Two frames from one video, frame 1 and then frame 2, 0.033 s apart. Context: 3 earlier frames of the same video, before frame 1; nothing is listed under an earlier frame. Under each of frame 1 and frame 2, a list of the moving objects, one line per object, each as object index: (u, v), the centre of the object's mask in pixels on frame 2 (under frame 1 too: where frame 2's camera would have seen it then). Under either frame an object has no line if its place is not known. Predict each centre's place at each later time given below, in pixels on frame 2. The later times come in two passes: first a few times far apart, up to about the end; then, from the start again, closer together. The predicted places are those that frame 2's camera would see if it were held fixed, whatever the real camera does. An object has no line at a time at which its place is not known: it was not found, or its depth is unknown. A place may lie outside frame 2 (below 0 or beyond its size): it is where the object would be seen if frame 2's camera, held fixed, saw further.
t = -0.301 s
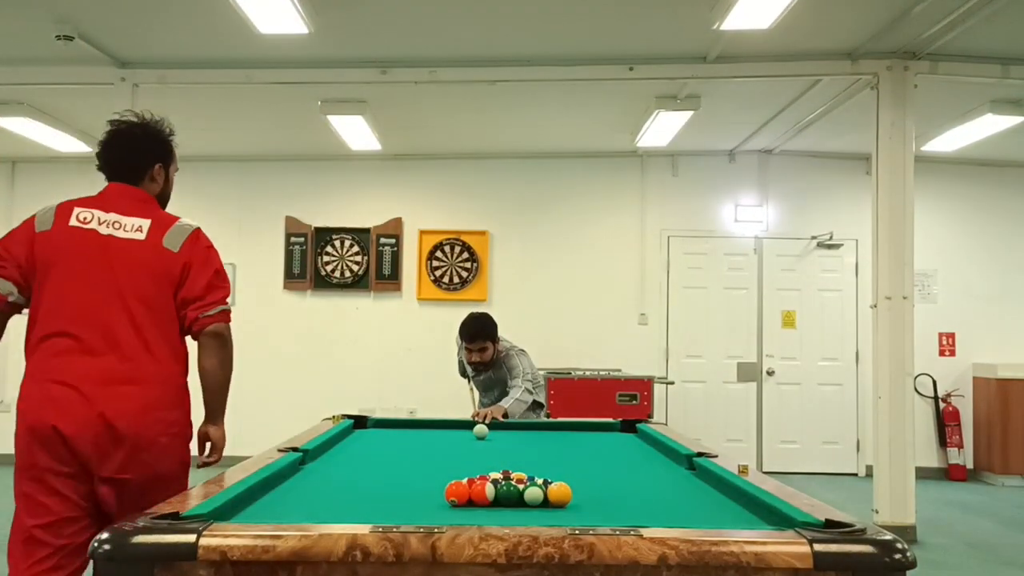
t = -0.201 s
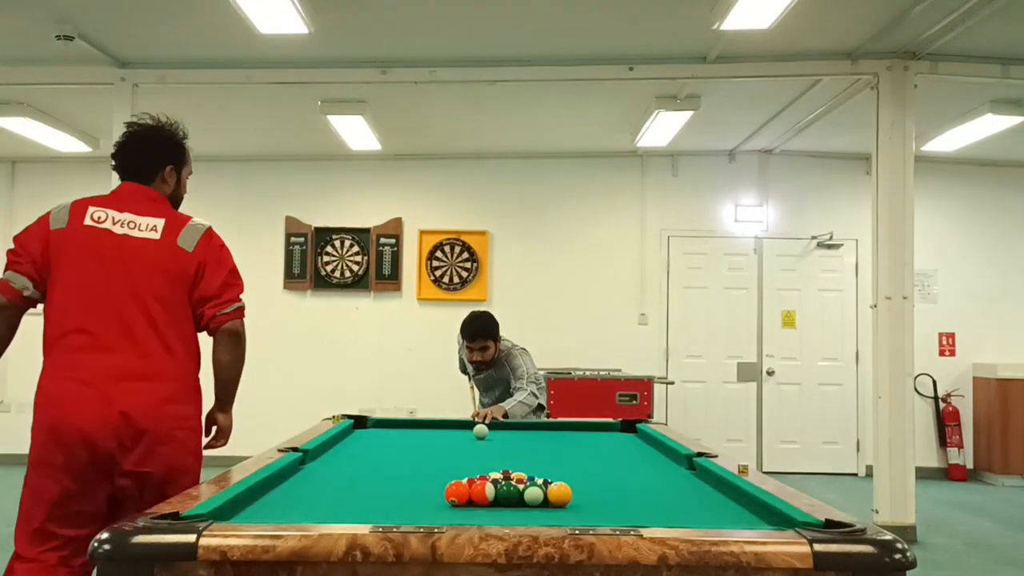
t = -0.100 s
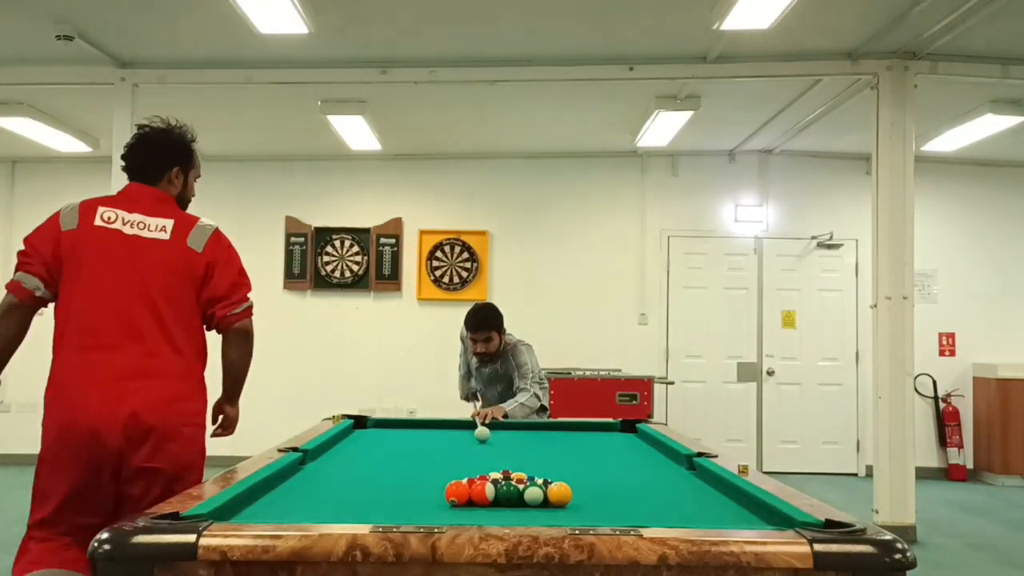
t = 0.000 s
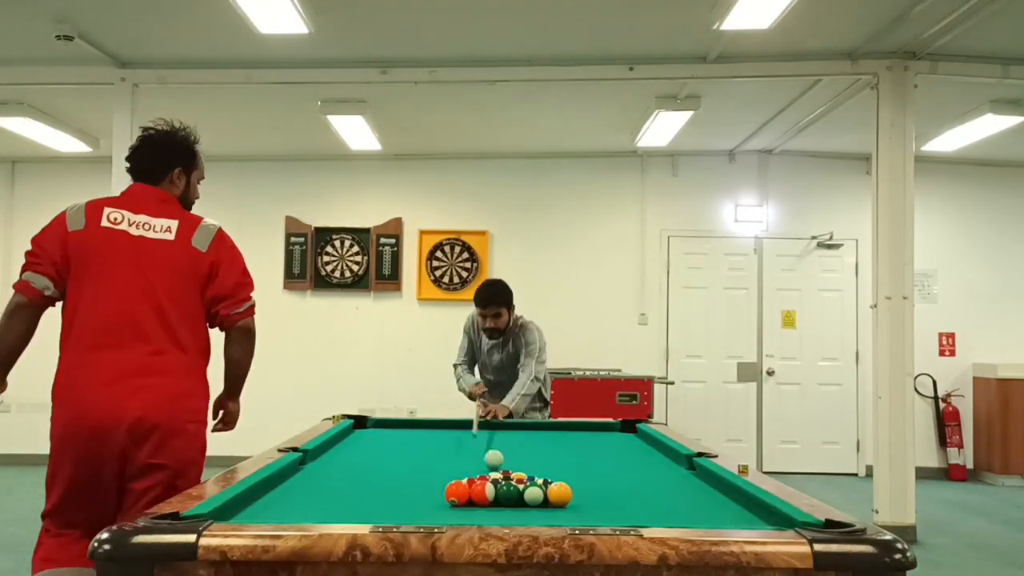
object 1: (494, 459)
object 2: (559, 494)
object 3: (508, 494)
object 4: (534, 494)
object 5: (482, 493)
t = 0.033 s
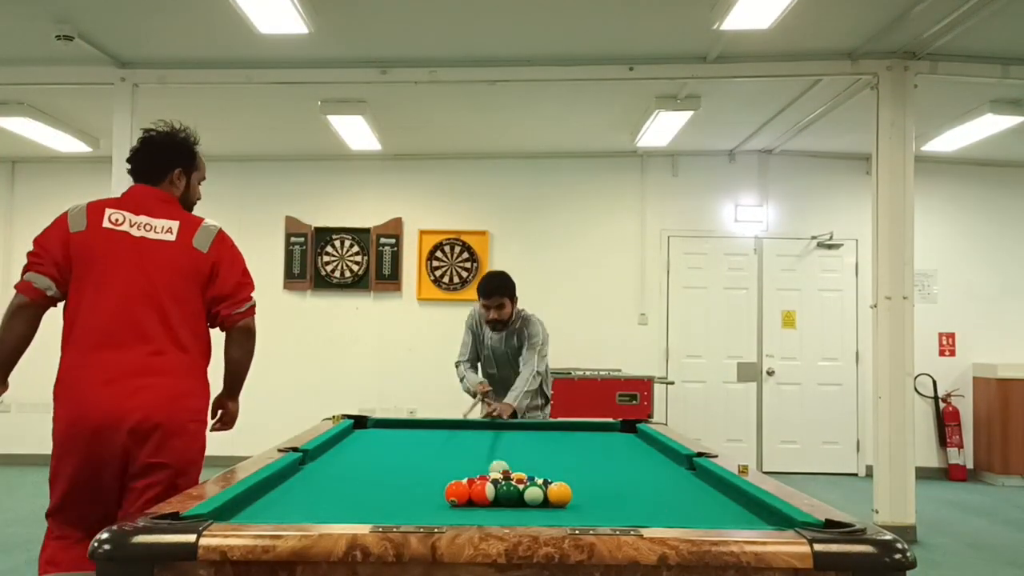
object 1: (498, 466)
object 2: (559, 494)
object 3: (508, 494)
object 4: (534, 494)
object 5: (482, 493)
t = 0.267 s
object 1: (441, 469)
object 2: (749, 516)
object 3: (480, 509)
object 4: (576, 513)
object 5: (417, 507)
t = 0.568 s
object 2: (679, 489)
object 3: (449, 515)
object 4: (612, 515)
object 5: (335, 514)
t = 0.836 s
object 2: (597, 473)
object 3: (442, 510)
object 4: (627, 507)
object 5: (295, 508)
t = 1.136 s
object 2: (522, 459)
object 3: (435, 503)
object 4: (643, 498)
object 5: (257, 500)
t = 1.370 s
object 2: (474, 451)
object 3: (431, 497)
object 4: (653, 491)
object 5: (269, 495)
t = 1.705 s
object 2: (417, 440)
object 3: (426, 490)
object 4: (666, 483)
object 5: (302, 486)
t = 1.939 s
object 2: (382, 434)
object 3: (431, 485)
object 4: (674, 478)
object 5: (323, 483)
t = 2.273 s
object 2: (361, 428)
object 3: (454, 481)
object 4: (685, 472)
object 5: (347, 478)
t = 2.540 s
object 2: (381, 424)
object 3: (471, 478)
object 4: (692, 468)
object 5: (363, 474)
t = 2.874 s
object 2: (400, 422)
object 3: (491, 475)
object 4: (679, 464)
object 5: (379, 469)
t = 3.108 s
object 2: (404, 422)
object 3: (503, 473)
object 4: (673, 461)
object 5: (387, 464)
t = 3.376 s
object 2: (408, 423)
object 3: (515, 472)
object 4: (669, 459)
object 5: (398, 462)
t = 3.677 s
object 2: (411, 424)
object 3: (526, 470)
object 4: (655, 455)
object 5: (405, 462)
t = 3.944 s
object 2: (414, 424)
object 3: (534, 469)
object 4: (649, 454)
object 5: (410, 460)
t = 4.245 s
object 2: (415, 425)
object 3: (543, 468)
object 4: (647, 451)
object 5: (415, 458)
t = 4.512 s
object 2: (416, 425)
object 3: (548, 467)
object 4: (645, 451)
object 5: (419, 457)
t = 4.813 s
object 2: (415, 426)
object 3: (552, 467)
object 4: (642, 452)
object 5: (421, 457)
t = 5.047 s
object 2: (414, 426)
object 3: (555, 467)
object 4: (642, 452)
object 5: (421, 457)
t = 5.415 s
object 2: (413, 425)
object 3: (556, 466)
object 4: (642, 452)
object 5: (422, 457)
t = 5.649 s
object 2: (413, 426)
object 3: (556, 467)
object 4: (642, 452)
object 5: (422, 457)
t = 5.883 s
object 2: (413, 426)
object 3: (556, 466)
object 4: (642, 452)
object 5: (422, 456)
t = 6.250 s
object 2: (413, 426)
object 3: (556, 467)
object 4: (642, 453)
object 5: (423, 456)
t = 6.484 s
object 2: (413, 426)
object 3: (556, 467)
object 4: (642, 453)
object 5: (423, 456)
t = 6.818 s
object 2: (413, 426)
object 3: (556, 467)
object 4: (642, 453)
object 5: (423, 457)
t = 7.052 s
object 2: (413, 426)
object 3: (556, 467)
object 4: (642, 453)
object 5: (423, 457)
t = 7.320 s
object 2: (413, 426)
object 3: (556, 467)
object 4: (642, 452)
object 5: (423, 457)
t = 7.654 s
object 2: (413, 426)
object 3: (556, 467)
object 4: (642, 453)
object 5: (423, 457)
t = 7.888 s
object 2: (413, 426)
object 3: (556, 467)
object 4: (642, 453)
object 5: (423, 457)
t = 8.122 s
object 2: (413, 426)
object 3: (556, 467)
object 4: (642, 453)
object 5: (423, 457)
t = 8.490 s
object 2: (413, 426)
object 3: (556, 467)
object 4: (642, 453)
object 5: (423, 457)
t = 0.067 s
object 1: (495, 469)
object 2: (575, 497)
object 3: (505, 495)
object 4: (536, 496)
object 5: (477, 494)
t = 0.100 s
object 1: (482, 470)
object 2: (611, 505)
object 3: (501, 498)
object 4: (544, 499)
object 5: (467, 497)
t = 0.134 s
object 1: (473, 472)
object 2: (648, 511)
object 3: (496, 500)
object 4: (551, 503)
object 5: (456, 500)
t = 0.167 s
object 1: (465, 472)
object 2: (687, 517)
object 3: (492, 503)
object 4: (558, 506)
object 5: (446, 502)
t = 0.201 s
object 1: (457, 471)
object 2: (725, 520)
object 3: (488, 505)
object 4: (564, 509)
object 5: (436, 504)
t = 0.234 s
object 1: (449, 470)
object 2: (738, 518)
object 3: (484, 507)
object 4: (570, 511)
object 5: (426, 506)
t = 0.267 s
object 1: (441, 469)
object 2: (749, 516)
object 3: (480, 509)
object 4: (576, 513)
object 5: (417, 507)
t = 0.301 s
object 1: (433, 468)
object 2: (760, 513)
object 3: (476, 510)
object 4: (583, 515)
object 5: (408, 509)
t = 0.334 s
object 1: (425, 467)
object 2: (761, 510)
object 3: (472, 511)
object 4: (591, 517)
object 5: (397, 511)
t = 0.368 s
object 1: (418, 466)
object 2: (747, 507)
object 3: (468, 513)
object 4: (597, 518)
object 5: (387, 512)
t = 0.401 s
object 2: (735, 504)
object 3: (463, 514)
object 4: (600, 518)
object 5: (376, 514)
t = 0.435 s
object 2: (723, 500)
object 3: (458, 515)
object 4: (603, 518)
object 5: (365, 514)
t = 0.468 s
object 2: (712, 497)
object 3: (454, 516)
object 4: (605, 517)
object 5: (354, 515)
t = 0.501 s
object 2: (700, 494)
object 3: (451, 516)
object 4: (607, 516)
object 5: (346, 515)
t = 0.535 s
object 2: (690, 491)
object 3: (450, 516)
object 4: (609, 515)
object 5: (341, 515)
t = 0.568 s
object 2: (679, 489)
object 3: (449, 515)
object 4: (612, 515)
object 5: (335, 514)
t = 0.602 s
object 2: (669, 485)
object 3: (448, 514)
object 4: (614, 514)
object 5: (329, 513)
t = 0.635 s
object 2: (657, 483)
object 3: (447, 514)
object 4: (616, 513)
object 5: (325, 513)
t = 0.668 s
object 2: (647, 482)
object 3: (446, 513)
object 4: (618, 512)
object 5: (319, 512)
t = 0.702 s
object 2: (636, 481)
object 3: (445, 513)
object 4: (620, 512)
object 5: (314, 511)
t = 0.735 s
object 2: (626, 479)
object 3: (444, 512)
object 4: (622, 511)
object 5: (310, 510)
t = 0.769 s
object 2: (616, 476)
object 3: (443, 512)
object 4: (625, 510)
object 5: (305, 510)
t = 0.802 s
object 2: (607, 475)
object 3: (443, 511)
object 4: (626, 509)
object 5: (300, 509)
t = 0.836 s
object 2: (597, 473)
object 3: (442, 510)
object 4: (627, 507)
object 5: (295, 508)
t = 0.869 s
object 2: (587, 471)
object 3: (441, 510)
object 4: (629, 507)
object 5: (291, 507)
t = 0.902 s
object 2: (579, 469)
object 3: (440, 509)
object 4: (631, 506)
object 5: (287, 507)
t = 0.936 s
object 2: (570, 468)
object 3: (439, 508)
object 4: (633, 504)
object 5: (282, 506)
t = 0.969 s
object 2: (561, 467)
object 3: (438, 508)
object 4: (635, 503)
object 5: (278, 505)
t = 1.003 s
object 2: (553, 465)
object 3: (438, 507)
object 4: (636, 502)
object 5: (273, 504)
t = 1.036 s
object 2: (545, 464)
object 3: (437, 506)
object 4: (638, 501)
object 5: (270, 503)
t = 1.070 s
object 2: (537, 462)
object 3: (436, 505)
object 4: (640, 500)
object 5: (265, 502)
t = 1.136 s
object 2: (522, 459)
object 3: (435, 503)
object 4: (643, 498)
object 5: (257, 500)
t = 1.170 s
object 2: (514, 458)
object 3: (435, 502)
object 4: (644, 497)
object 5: (253, 499)
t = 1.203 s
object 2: (508, 456)
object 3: (434, 501)
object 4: (646, 495)
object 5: (250, 498)
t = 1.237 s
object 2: (501, 455)
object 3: (433, 500)
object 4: (648, 494)
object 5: (253, 497)
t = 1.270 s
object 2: (494, 454)
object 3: (433, 500)
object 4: (649, 494)
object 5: (257, 497)
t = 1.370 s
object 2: (474, 451)
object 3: (431, 497)
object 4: (653, 491)
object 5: (269, 495)
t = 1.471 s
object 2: (455, 447)
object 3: (430, 495)
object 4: (657, 489)
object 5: (279, 492)
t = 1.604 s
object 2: (432, 442)
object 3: (428, 491)
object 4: (662, 485)
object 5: (293, 490)
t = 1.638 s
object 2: (427, 442)
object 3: (427, 490)
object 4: (664, 485)
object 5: (296, 489)
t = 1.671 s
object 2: (422, 441)
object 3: (427, 490)
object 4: (665, 484)
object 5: (300, 487)
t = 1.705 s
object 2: (417, 440)
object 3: (426, 490)
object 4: (666, 483)
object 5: (302, 486)
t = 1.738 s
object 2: (412, 439)
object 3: (426, 489)
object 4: (667, 482)
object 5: (305, 485)
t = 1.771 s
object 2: (406, 438)
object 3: (426, 488)
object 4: (668, 481)
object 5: (309, 484)
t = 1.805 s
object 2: (402, 437)
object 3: (425, 487)
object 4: (669, 481)
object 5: (312, 483)
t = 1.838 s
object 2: (397, 436)
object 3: (425, 487)
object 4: (670, 480)
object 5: (315, 483)
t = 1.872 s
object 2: (392, 435)
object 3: (427, 486)
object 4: (672, 480)
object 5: (318, 483)
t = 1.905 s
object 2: (387, 434)
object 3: (429, 486)
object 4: (673, 479)
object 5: (321, 483)
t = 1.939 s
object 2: (382, 434)
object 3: (431, 485)
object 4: (674, 478)
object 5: (323, 483)
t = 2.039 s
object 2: (369, 432)
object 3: (438, 484)
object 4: (677, 476)
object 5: (331, 482)
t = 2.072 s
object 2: (365, 431)
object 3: (439, 483)
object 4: (679, 475)
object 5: (333, 481)
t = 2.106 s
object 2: (361, 430)
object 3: (442, 483)
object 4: (680, 475)
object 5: (336, 480)
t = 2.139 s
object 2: (357, 429)
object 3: (444, 482)
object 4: (680, 474)
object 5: (338, 480)
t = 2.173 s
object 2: (353, 428)
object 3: (447, 482)
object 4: (681, 474)
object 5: (340, 480)
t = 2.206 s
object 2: (356, 428)
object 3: (449, 482)
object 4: (682, 473)
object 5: (343, 479)
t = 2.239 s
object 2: (359, 428)
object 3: (451, 481)
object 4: (684, 473)
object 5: (345, 479)
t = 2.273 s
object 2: (361, 428)
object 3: (454, 481)
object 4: (685, 472)
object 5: (347, 478)
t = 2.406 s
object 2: (371, 426)
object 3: (463, 480)
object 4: (689, 470)
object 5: (355, 477)
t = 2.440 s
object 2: (374, 426)
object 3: (465, 479)
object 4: (689, 470)
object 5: (357, 476)
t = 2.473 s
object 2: (376, 425)
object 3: (467, 478)
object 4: (690, 469)
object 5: (359, 475)
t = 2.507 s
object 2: (379, 425)
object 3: (469, 478)
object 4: (692, 468)
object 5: (361, 475)
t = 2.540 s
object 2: (381, 424)
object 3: (471, 478)
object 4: (692, 468)
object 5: (363, 474)
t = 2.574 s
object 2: (383, 423)
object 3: (473, 477)
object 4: (692, 467)
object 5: (365, 474)
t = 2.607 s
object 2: (385, 424)
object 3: (475, 477)
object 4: (690, 467)
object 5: (367, 474)
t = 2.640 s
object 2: (388, 423)
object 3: (477, 477)
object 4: (689, 467)
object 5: (369, 473)
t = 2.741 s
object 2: (394, 422)
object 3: (483, 476)
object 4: (685, 465)
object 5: (373, 472)
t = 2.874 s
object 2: (400, 422)
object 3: (491, 475)
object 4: (679, 464)
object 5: (379, 469)
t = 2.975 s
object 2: (402, 422)
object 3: (496, 474)
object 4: (676, 462)
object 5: (382, 468)
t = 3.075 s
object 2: (403, 422)
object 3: (501, 474)
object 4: (672, 461)
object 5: (385, 465)
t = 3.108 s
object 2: (404, 422)
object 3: (503, 473)
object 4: (673, 461)
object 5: (387, 464)
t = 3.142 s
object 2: (404, 422)
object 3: (504, 473)
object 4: (674, 460)
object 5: (388, 463)
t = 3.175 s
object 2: (405, 422)
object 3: (506, 472)
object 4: (674, 456)
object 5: (390, 463)
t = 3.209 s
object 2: (405, 422)
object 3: (507, 472)
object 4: (666, 453)
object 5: (391, 462)
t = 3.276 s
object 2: (406, 422)
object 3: (511, 472)
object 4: (668, 452)
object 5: (395, 462)
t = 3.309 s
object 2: (407, 422)
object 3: (512, 472)
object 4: (670, 456)
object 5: (396, 462)
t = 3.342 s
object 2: (407, 423)
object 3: (514, 472)
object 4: (670, 459)
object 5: (397, 462)
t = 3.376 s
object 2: (408, 423)
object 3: (515, 472)
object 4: (669, 459)
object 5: (398, 462)
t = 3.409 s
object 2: (408, 423)
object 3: (516, 471)
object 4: (668, 458)
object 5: (399, 462)
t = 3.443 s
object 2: (408, 423)
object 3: (518, 471)
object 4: (667, 458)
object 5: (400, 462)
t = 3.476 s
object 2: (408, 423)
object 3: (519, 471)
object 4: (666, 458)
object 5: (401, 462)
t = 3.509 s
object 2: (409, 423)
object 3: (520, 470)
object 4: (664, 457)
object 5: (402, 462)
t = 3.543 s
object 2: (409, 423)
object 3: (521, 470)
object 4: (662, 456)
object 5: (403, 462)
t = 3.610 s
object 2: (410, 423)
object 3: (524, 470)
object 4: (658, 456)
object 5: (404, 462)
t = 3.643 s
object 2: (410, 424)
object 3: (525, 470)
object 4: (656, 455)
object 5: (405, 462)
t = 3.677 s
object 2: (411, 424)
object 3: (526, 470)
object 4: (655, 455)
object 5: (405, 462)
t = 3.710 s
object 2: (411, 423)
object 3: (527, 470)
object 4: (654, 454)
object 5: (406, 461)
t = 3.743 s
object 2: (412, 423)
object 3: (528, 470)
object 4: (653, 454)
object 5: (407, 461)
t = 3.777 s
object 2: (412, 424)
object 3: (529, 470)
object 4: (652, 454)
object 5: (407, 461)
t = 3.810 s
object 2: (412, 423)
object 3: (531, 469)
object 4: (652, 454)
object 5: (408, 461)
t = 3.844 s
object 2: (413, 424)
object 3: (532, 469)
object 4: (651, 454)
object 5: (409, 461)
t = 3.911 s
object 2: (413, 424)
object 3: (534, 469)
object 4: (650, 454)
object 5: (410, 461)
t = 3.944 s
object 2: (414, 424)
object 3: (534, 469)
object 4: (649, 454)
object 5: (410, 460)
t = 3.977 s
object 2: (414, 424)
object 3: (535, 468)
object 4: (649, 453)
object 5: (411, 460)
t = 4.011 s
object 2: (414, 424)
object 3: (536, 469)
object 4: (648, 453)
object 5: (412, 460)
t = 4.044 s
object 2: (414, 425)
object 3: (537, 469)
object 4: (648, 452)
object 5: (412, 460)
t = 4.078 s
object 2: (414, 425)
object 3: (538, 468)
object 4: (648, 452)
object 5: (412, 460)
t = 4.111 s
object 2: (415, 425)
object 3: (539, 468)
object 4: (647, 452)
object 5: (413, 459)
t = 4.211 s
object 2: (415, 425)
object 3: (542, 468)
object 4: (647, 451)
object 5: (415, 459)
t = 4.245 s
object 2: (415, 425)
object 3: (543, 468)
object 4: (647, 451)
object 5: (415, 458)
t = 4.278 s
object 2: (415, 425)
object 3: (543, 468)
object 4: (647, 451)
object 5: (416, 459)
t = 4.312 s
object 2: (415, 425)
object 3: (544, 468)
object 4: (646, 451)
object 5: (416, 459)
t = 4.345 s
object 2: (415, 425)
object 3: (545, 467)
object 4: (646, 451)
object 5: (416, 458)
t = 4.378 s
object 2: (415, 425)
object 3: (545, 467)
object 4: (646, 451)
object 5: (417, 458)
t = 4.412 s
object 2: (416, 425)
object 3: (546, 467)
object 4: (646, 451)
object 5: (417, 458)
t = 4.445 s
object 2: (416, 425)
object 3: (547, 467)
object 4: (646, 451)
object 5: (418, 458)
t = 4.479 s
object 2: (416, 425)
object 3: (547, 467)
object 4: (645, 451)
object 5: (418, 458)
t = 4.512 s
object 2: (416, 425)
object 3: (548, 467)
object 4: (645, 451)
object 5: (419, 457)
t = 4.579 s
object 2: (416, 426)
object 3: (549, 467)
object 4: (644, 452)
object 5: (419, 458)
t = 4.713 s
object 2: (415, 426)
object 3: (551, 467)
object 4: (643, 452)
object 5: (420, 457)
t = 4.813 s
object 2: (415, 426)
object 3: (552, 467)
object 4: (642, 452)
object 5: (421, 457)
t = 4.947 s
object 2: (414, 426)
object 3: (554, 467)
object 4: (642, 452)
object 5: (421, 457)
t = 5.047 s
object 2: (414, 426)
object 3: (555, 467)
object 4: (642, 452)
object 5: (421, 457)
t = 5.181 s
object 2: (413, 426)
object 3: (556, 467)
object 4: (642, 452)
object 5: (422, 457)
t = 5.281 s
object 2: (413, 425)
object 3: (556, 467)
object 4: (642, 452)
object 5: (422, 457)
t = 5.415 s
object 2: (413, 425)
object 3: (556, 466)
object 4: (642, 452)
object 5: (422, 457)
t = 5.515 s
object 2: (413, 425)
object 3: (556, 467)
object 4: (642, 452)
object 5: (422, 457)
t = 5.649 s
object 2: (413, 426)
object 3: (556, 467)
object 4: (642, 452)
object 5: (422, 457)
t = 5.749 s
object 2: (413, 426)
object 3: (556, 466)
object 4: (642, 452)
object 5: (422, 457)
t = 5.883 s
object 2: (413, 426)
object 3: (556, 466)
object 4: (642, 452)
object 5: (422, 456)
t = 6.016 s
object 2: (413, 426)
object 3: (556, 467)
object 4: (642, 453)
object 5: (423, 457)
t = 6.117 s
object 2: (413, 426)
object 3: (556, 467)
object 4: (642, 453)
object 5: (423, 457)
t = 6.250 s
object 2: (413, 426)
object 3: (556, 467)
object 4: (642, 453)
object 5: (423, 456)
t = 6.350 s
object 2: (413, 426)
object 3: (556, 467)
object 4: (642, 453)
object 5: (423, 456)
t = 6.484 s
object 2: (413, 426)
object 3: (556, 467)
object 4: (642, 453)
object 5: (423, 456)
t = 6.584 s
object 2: (413, 426)
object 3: (556, 467)
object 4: (642, 453)
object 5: (423, 457)
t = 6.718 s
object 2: (413, 426)
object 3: (556, 467)
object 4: (642, 453)
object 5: (423, 457)
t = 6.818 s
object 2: (413, 426)
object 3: (556, 467)
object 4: (642, 453)
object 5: (423, 457)
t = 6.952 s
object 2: (413, 426)
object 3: (556, 467)
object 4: (642, 453)
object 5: (423, 457)
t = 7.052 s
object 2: (413, 426)
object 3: (556, 467)
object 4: (642, 453)
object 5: (423, 457)
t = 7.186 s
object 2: (413, 426)
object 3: (556, 467)
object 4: (642, 452)
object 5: (423, 457)
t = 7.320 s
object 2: (413, 426)
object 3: (556, 467)
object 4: (642, 452)
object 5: (423, 457)
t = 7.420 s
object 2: (413, 426)
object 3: (556, 467)
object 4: (642, 453)
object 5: (423, 457)
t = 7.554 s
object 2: (413, 426)
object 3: (556, 467)
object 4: (642, 453)
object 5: (423, 457)
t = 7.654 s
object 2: (413, 426)
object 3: (556, 467)
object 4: (642, 453)
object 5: (423, 457)
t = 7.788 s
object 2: (413, 426)
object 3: (556, 467)
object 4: (642, 452)
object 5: (423, 457)
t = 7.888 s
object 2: (413, 426)
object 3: (556, 467)
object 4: (642, 453)
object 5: (423, 457)
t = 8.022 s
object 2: (413, 426)
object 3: (556, 467)
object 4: (642, 453)
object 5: (423, 457)
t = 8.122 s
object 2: (413, 426)
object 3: (556, 467)
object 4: (642, 453)
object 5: (423, 457)
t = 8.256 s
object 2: (413, 426)
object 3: (556, 467)
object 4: (642, 452)
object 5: (423, 457)
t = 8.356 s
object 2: (413, 426)
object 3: (556, 467)
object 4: (642, 453)
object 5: (423, 457)
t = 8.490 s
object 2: (413, 426)
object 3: (556, 467)
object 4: (642, 453)
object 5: (423, 457)
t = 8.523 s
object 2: (413, 426)
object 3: (556, 467)
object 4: (642, 453)
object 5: (423, 457)
